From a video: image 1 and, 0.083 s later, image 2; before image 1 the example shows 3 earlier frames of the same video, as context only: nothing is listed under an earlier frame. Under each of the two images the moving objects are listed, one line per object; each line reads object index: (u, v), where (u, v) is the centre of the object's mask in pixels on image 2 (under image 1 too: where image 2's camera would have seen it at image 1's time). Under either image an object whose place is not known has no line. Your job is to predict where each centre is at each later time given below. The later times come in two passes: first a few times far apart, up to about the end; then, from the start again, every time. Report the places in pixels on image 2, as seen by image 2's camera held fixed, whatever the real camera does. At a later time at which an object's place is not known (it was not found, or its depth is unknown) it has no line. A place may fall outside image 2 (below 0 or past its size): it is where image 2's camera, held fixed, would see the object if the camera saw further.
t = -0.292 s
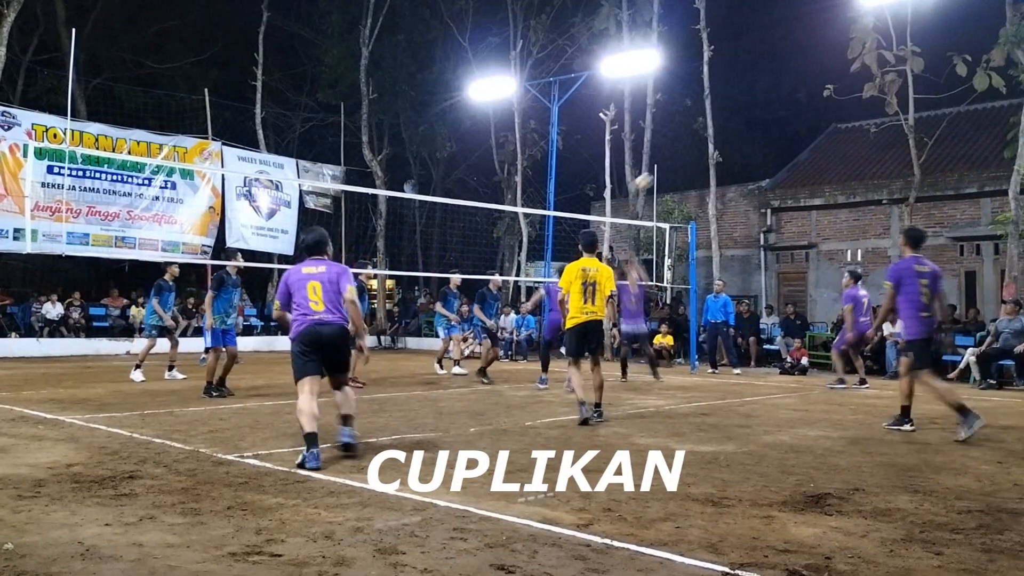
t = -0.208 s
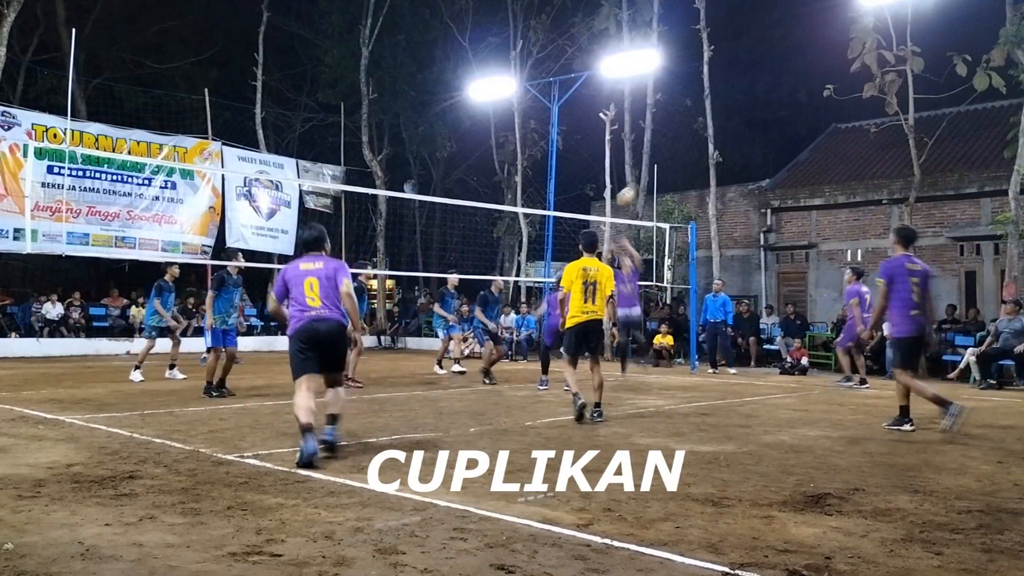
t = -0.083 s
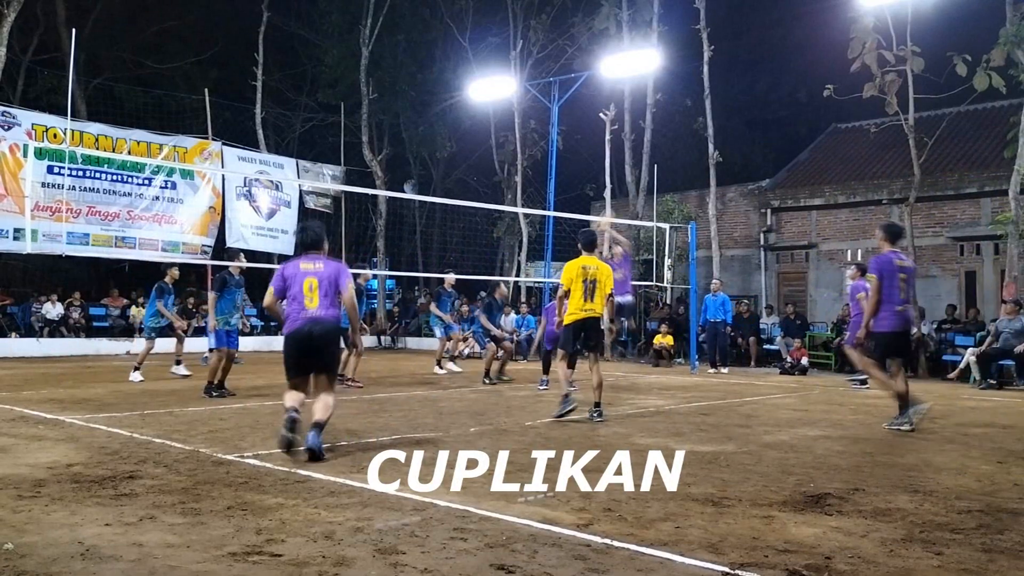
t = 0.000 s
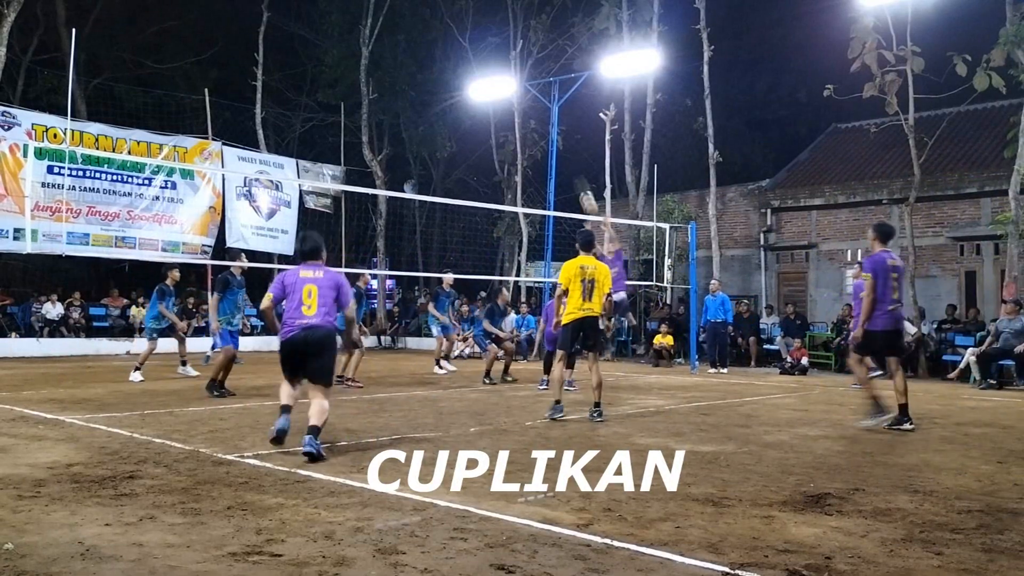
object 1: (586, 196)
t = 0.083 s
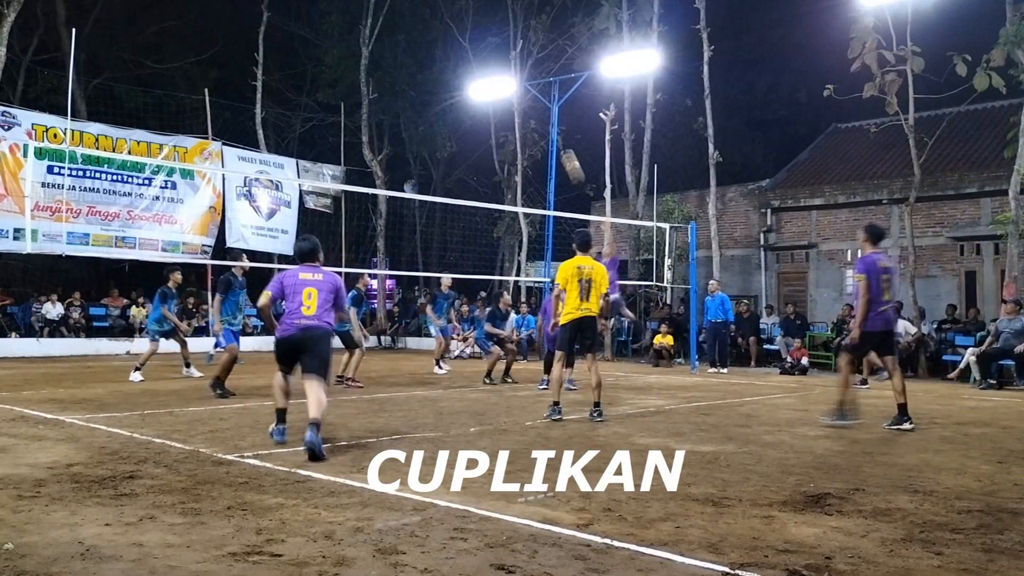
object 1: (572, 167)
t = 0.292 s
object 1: (530, 94)
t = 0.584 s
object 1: (465, 36)
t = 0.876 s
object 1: (388, 40)
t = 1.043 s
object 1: (340, 78)
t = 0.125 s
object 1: (566, 154)
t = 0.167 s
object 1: (556, 135)
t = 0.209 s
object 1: (546, 118)
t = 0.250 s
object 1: (539, 107)
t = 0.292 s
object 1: (530, 94)
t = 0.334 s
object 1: (524, 80)
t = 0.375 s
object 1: (516, 70)
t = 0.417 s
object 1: (500, 60)
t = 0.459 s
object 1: (493, 53)
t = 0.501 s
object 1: (484, 46)
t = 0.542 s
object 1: (473, 40)
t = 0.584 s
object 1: (465, 36)
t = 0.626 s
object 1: (453, 32)
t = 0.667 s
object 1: (442, 29)
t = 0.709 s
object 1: (432, 29)
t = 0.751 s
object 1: (423, 29)
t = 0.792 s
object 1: (414, 31)
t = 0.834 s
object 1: (398, 36)
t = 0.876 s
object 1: (388, 40)
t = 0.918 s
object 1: (379, 45)
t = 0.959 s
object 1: (364, 55)
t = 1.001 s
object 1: (350, 67)
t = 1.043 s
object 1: (340, 78)
